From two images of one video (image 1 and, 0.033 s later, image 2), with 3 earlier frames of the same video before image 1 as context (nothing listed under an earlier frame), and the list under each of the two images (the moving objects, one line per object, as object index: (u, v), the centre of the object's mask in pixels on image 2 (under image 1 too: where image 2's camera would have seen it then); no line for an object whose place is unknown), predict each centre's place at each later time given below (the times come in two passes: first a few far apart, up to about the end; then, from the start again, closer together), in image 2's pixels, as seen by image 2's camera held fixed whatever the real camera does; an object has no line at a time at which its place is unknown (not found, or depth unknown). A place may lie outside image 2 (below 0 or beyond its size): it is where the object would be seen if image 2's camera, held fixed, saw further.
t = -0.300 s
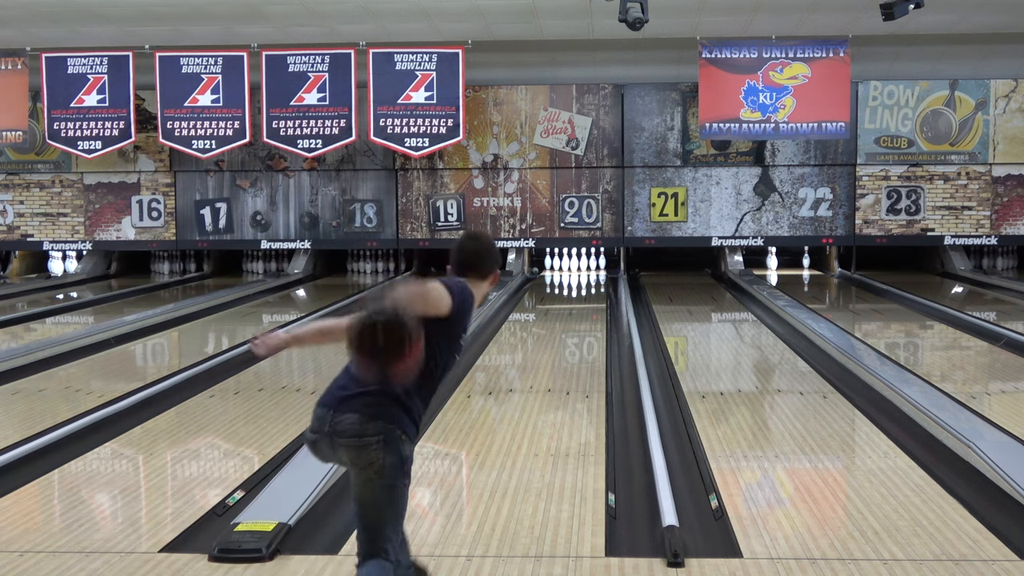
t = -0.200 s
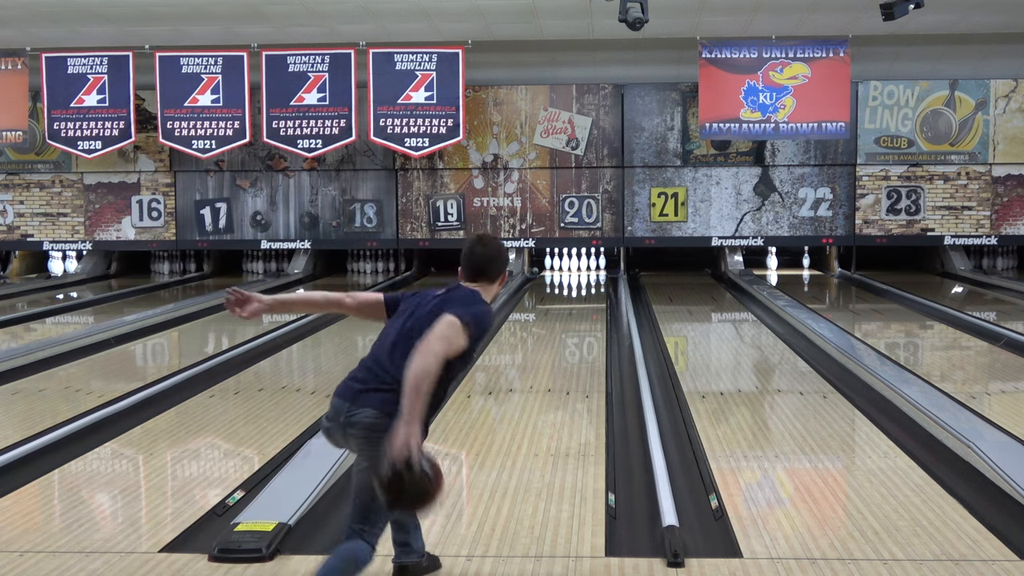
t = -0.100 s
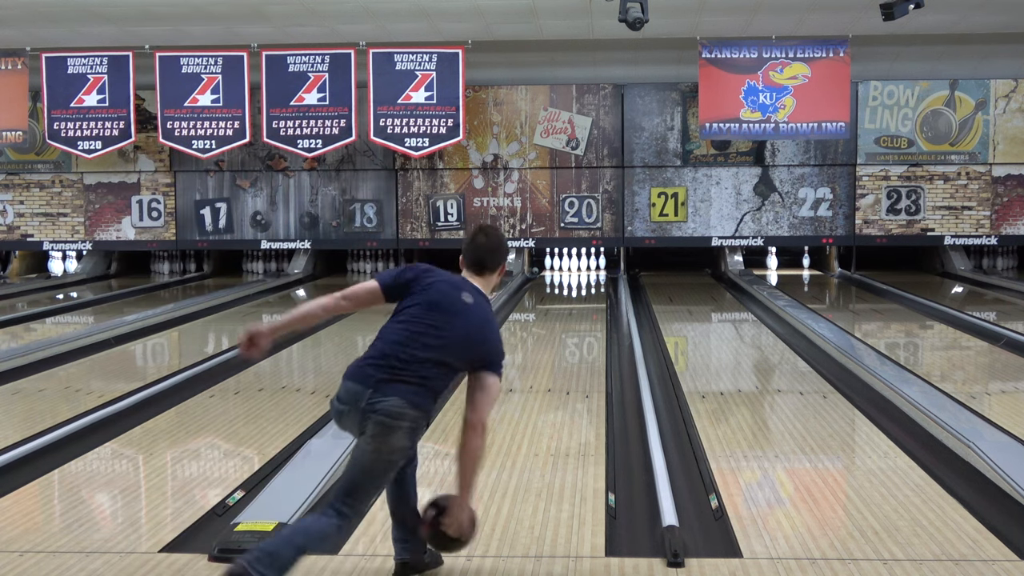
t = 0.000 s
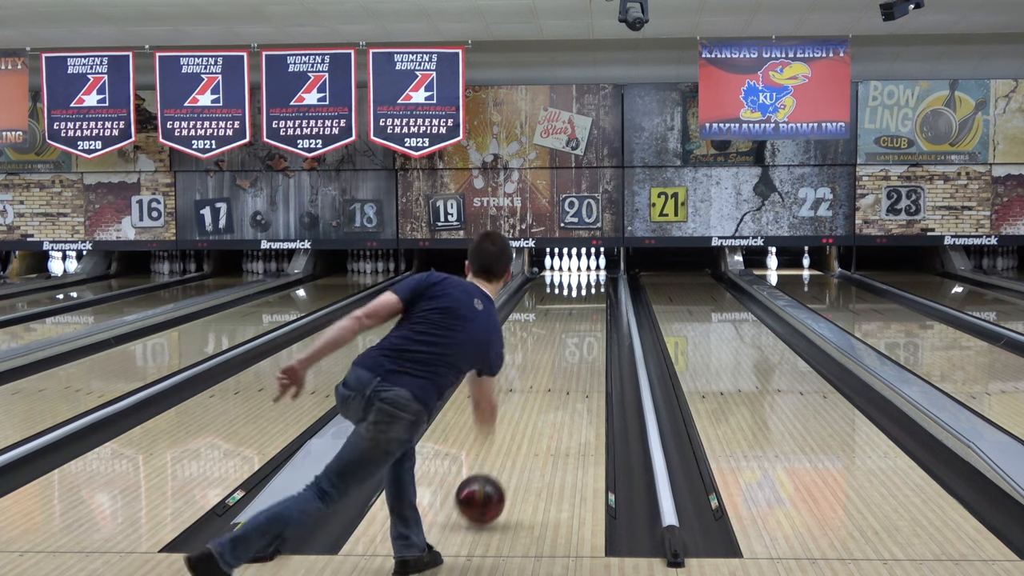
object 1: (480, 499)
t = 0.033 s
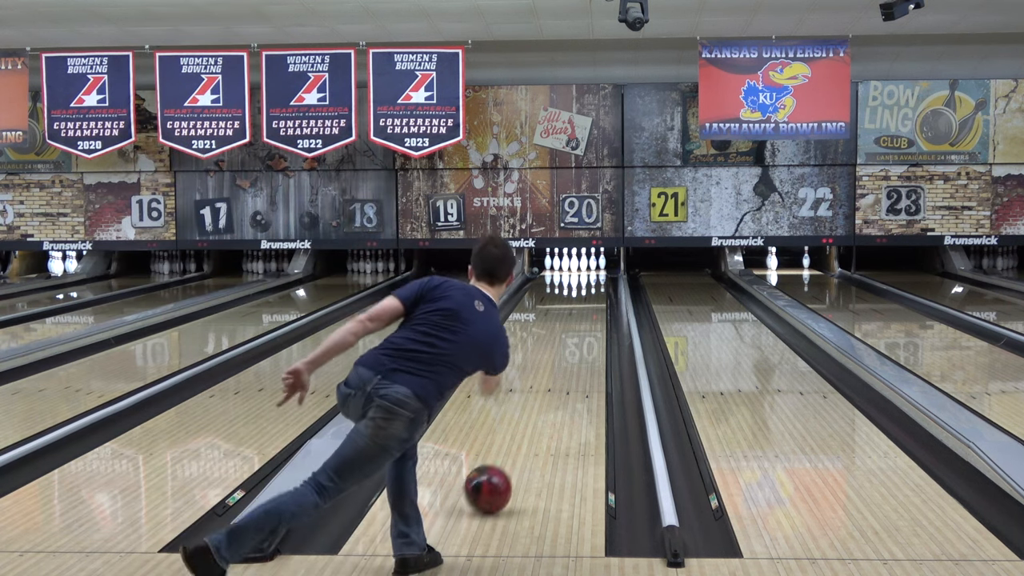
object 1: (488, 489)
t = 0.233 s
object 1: (524, 429)
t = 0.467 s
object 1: (556, 384)
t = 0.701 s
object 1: (567, 352)
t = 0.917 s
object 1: (578, 330)
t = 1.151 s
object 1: (586, 313)
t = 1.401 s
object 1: (596, 298)
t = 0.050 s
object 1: (492, 484)
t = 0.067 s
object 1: (495, 477)
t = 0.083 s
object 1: (498, 472)
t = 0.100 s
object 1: (501, 467)
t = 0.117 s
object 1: (504, 461)
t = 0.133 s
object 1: (508, 456)
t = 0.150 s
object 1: (511, 451)
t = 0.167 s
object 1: (513, 446)
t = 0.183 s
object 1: (516, 442)
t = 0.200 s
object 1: (518, 437)
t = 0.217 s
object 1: (521, 433)
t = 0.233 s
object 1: (524, 429)
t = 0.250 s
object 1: (526, 425)
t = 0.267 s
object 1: (528, 421)
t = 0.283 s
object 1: (530, 417)
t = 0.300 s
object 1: (532, 413)
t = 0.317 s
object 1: (534, 410)
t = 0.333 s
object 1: (536, 407)
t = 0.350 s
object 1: (538, 403)
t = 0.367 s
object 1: (540, 400)
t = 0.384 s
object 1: (541, 397)
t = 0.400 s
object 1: (543, 394)
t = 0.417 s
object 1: (545, 391)
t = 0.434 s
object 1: (547, 388)
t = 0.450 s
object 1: (549, 386)
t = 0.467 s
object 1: (556, 384)
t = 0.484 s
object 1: (552, 380)
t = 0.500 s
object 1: (553, 377)
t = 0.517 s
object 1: (554, 375)
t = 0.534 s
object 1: (555, 373)
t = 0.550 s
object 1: (556, 370)
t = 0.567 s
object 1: (558, 368)
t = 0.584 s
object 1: (559, 366)
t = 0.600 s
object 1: (560, 364)
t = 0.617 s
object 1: (561, 362)
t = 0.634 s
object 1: (563, 359)
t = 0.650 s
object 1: (564, 357)
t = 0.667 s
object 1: (565, 355)
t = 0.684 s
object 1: (566, 353)
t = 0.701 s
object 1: (567, 352)
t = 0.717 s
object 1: (568, 349)
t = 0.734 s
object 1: (569, 348)
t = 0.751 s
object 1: (570, 346)
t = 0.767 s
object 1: (571, 344)
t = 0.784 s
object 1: (572, 342)
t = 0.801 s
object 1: (572, 341)
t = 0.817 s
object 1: (574, 339)
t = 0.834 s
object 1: (574, 338)
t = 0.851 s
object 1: (575, 336)
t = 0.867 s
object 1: (576, 334)
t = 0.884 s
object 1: (577, 333)
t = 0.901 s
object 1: (577, 332)
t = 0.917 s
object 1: (578, 330)
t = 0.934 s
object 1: (579, 329)
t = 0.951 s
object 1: (579, 327)
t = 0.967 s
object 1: (580, 326)
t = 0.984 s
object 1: (581, 324)
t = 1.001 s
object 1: (582, 324)
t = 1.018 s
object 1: (582, 322)
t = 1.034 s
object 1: (583, 321)
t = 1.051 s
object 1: (583, 320)
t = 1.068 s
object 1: (584, 318)
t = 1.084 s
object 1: (584, 317)
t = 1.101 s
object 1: (585, 316)
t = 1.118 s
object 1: (586, 315)
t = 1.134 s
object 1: (586, 314)
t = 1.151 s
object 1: (586, 313)
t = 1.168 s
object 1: (587, 312)
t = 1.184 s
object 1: (587, 311)
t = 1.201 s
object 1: (588, 309)
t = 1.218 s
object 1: (588, 308)
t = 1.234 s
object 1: (589, 307)
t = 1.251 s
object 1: (589, 306)
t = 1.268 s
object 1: (590, 305)
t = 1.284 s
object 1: (590, 305)
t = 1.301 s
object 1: (590, 303)
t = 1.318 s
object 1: (591, 303)
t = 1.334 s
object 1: (591, 302)
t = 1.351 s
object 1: (592, 301)
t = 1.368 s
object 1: (592, 300)
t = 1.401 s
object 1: (596, 298)
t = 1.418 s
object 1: (595, 299)
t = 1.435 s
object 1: (593, 297)
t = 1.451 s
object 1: (593, 295)
